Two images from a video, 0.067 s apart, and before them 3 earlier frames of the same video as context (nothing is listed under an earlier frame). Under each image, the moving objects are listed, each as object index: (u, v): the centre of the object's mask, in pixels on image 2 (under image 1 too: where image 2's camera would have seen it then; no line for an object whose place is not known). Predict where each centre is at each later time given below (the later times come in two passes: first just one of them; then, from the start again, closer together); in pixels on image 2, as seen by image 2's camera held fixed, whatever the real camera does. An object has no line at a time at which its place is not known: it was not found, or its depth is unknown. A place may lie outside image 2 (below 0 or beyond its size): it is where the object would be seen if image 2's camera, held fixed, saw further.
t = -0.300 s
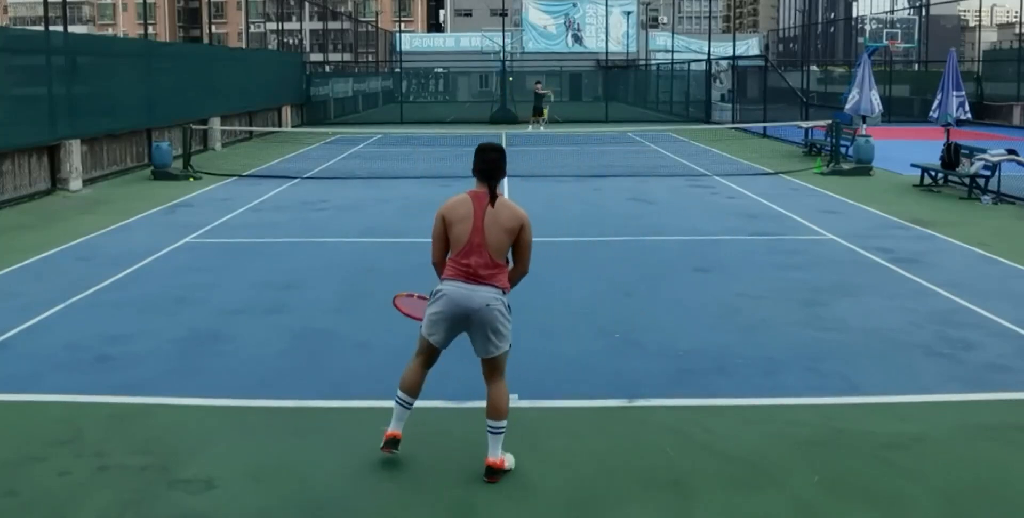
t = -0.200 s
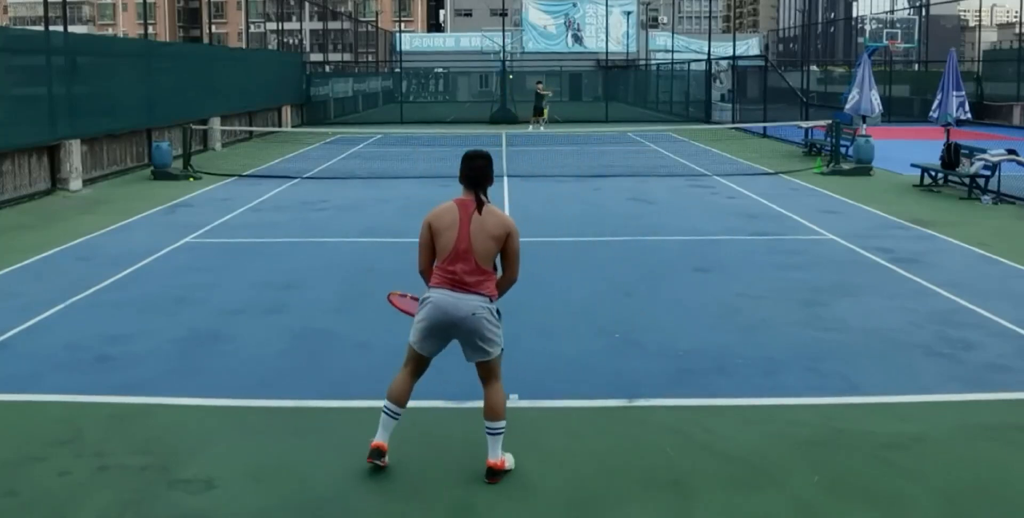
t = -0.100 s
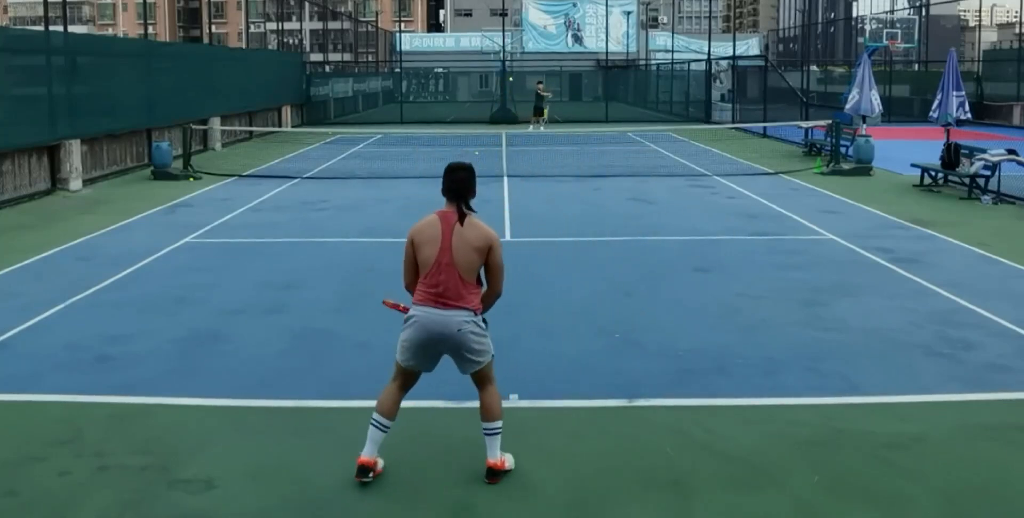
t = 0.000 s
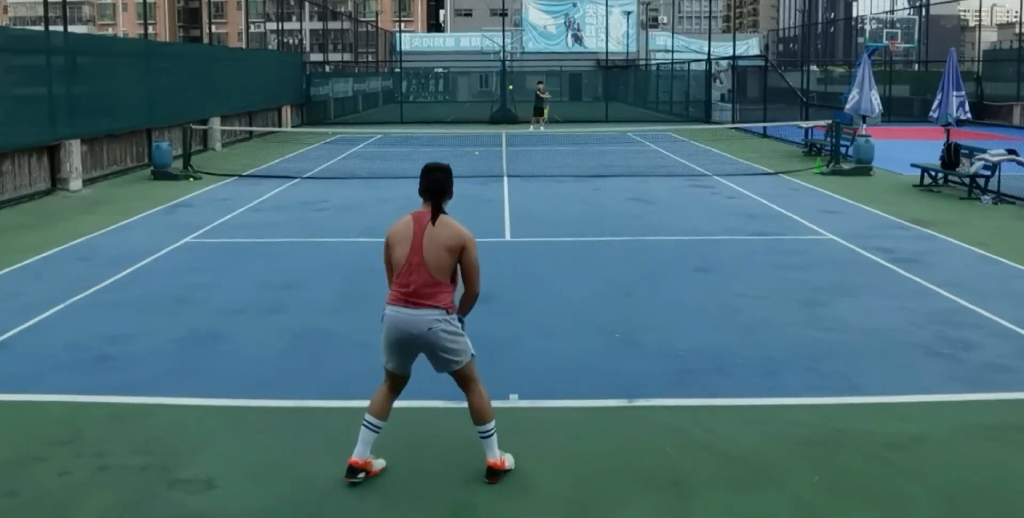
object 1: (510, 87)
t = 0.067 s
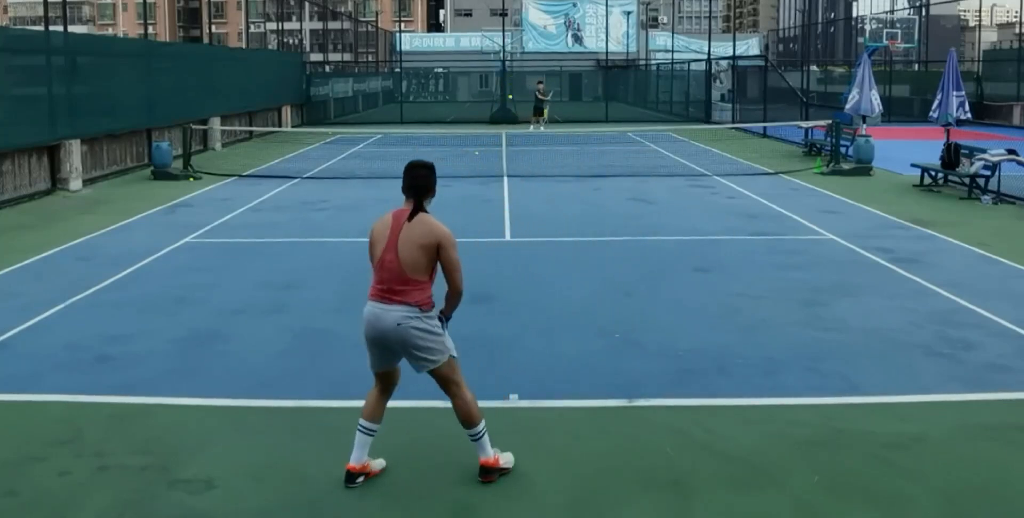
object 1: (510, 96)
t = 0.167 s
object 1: (509, 119)
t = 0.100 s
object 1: (510, 103)
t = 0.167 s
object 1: (509, 119)
